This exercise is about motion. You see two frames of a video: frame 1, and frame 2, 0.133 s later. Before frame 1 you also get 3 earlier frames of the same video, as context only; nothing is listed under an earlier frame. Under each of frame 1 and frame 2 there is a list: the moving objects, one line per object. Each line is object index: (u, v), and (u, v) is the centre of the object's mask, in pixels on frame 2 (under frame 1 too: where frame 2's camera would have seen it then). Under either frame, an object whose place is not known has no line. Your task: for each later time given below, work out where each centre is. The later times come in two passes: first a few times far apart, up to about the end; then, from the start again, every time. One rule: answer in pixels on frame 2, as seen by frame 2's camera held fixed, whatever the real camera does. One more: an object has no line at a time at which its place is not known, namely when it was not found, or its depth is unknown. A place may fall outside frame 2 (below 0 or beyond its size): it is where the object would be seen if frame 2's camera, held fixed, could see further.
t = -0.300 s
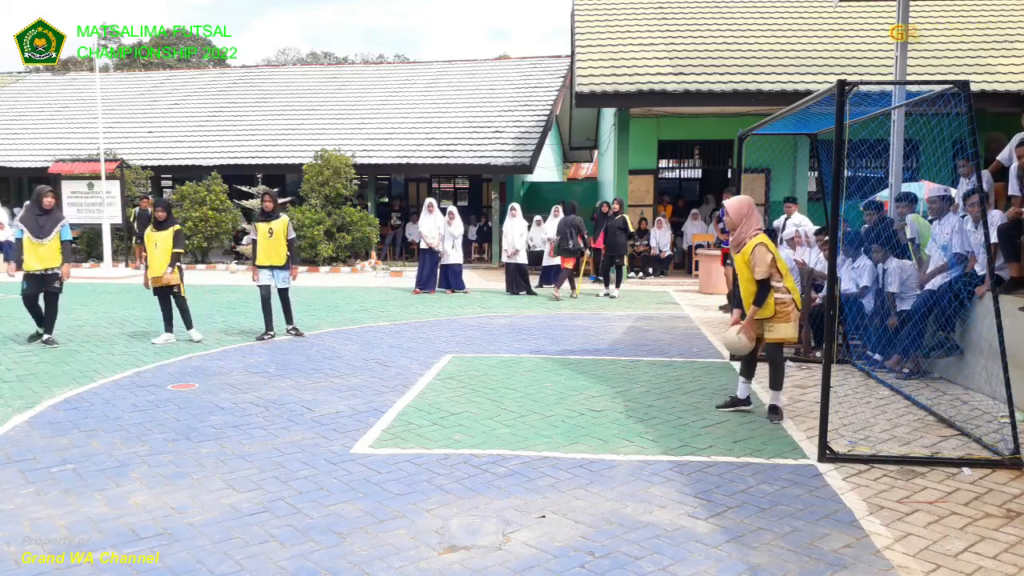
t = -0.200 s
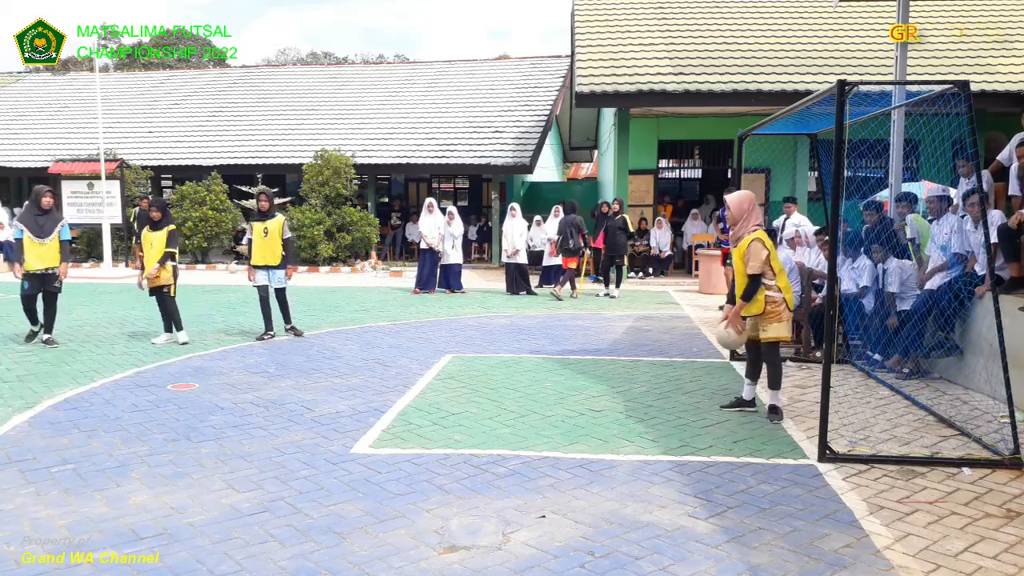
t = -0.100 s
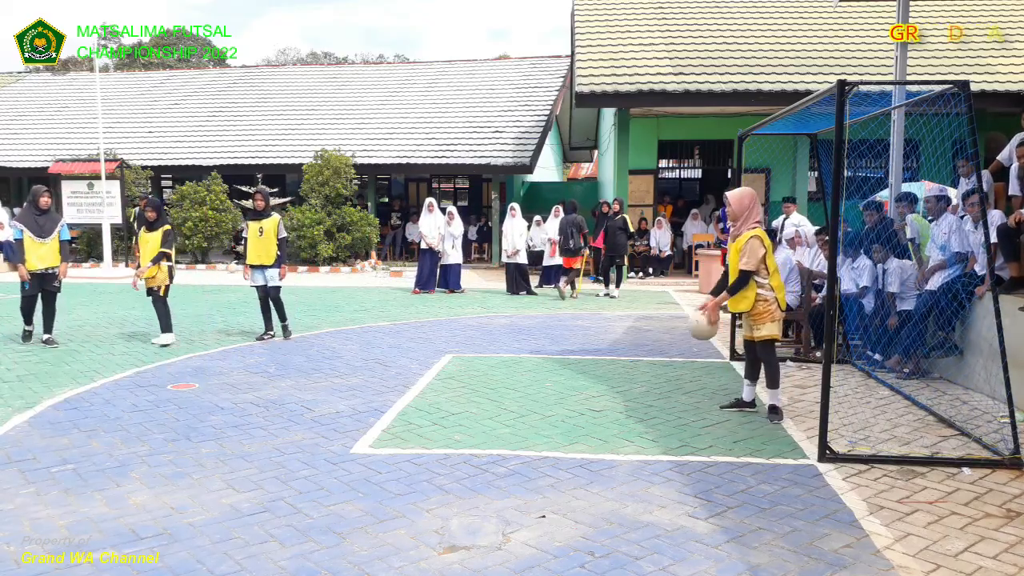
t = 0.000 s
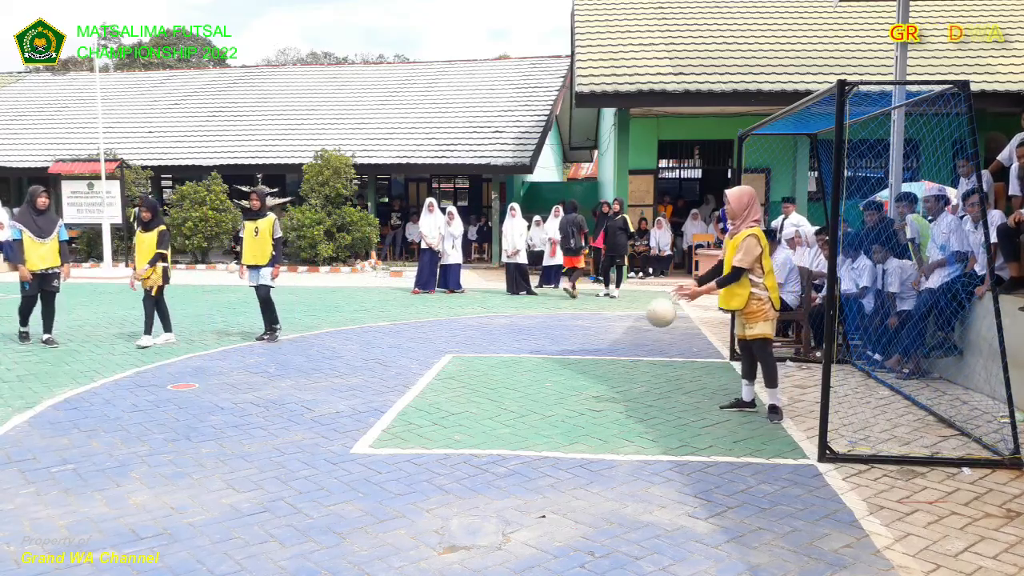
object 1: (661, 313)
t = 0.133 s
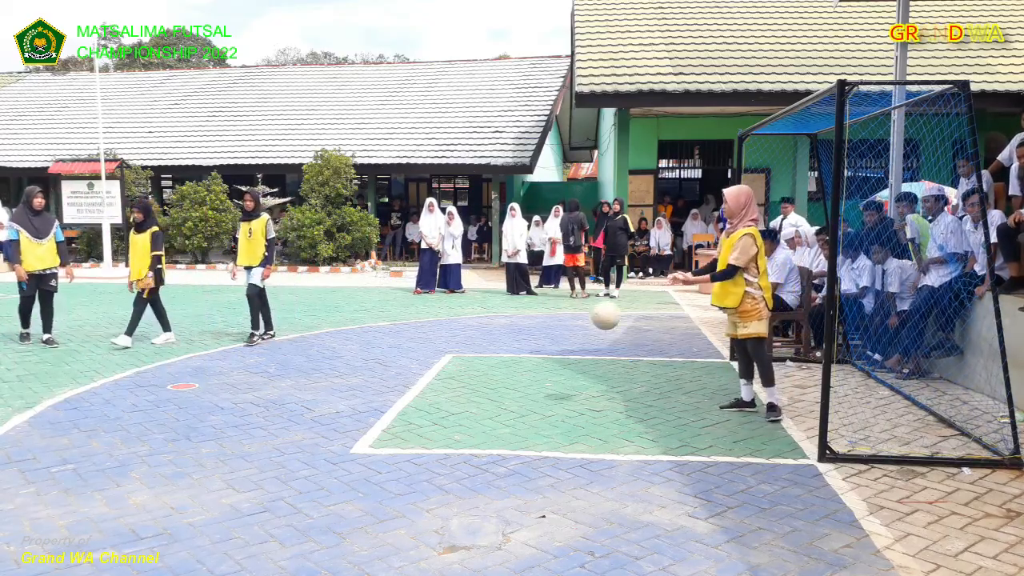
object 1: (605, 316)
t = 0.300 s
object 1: (541, 352)
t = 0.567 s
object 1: (475, 358)
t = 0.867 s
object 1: (423, 380)
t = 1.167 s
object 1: (378, 376)
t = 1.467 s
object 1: (335, 371)
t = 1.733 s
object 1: (302, 370)
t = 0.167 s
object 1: (592, 320)
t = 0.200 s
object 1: (579, 325)
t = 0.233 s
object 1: (566, 333)
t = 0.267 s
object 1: (553, 342)
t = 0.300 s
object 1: (541, 352)
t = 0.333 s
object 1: (529, 364)
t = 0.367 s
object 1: (516, 377)
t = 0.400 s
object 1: (505, 389)
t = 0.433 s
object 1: (499, 380)
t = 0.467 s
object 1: (493, 372)
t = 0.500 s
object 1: (486, 366)
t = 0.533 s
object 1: (481, 361)
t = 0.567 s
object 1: (475, 358)
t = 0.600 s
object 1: (470, 356)
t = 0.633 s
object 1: (464, 356)
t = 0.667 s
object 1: (459, 356)
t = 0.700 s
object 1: (453, 358)
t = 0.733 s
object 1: (447, 361)
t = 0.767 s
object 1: (441, 366)
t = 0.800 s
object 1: (435, 372)
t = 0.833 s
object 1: (429, 381)
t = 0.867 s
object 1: (423, 380)
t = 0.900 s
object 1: (419, 375)
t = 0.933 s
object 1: (413, 371)
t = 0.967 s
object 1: (409, 370)
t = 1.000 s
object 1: (403, 369)
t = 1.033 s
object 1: (398, 369)
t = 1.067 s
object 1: (394, 371)
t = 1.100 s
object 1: (389, 374)
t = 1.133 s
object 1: (383, 378)
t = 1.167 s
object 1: (378, 376)
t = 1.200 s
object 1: (373, 373)
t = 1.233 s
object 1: (368, 371)
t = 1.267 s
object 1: (362, 371)
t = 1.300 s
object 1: (358, 372)
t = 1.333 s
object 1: (352, 375)
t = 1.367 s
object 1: (347, 375)
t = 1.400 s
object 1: (343, 372)
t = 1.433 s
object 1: (339, 371)
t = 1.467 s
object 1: (335, 371)
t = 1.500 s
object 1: (331, 372)
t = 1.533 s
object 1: (327, 375)
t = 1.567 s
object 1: (323, 373)
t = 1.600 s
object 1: (319, 373)
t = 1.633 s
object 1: (315, 373)
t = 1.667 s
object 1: (310, 374)
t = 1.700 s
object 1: (306, 372)
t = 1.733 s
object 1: (302, 370)
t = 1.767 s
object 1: (299, 371)
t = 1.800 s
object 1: (295, 371)
